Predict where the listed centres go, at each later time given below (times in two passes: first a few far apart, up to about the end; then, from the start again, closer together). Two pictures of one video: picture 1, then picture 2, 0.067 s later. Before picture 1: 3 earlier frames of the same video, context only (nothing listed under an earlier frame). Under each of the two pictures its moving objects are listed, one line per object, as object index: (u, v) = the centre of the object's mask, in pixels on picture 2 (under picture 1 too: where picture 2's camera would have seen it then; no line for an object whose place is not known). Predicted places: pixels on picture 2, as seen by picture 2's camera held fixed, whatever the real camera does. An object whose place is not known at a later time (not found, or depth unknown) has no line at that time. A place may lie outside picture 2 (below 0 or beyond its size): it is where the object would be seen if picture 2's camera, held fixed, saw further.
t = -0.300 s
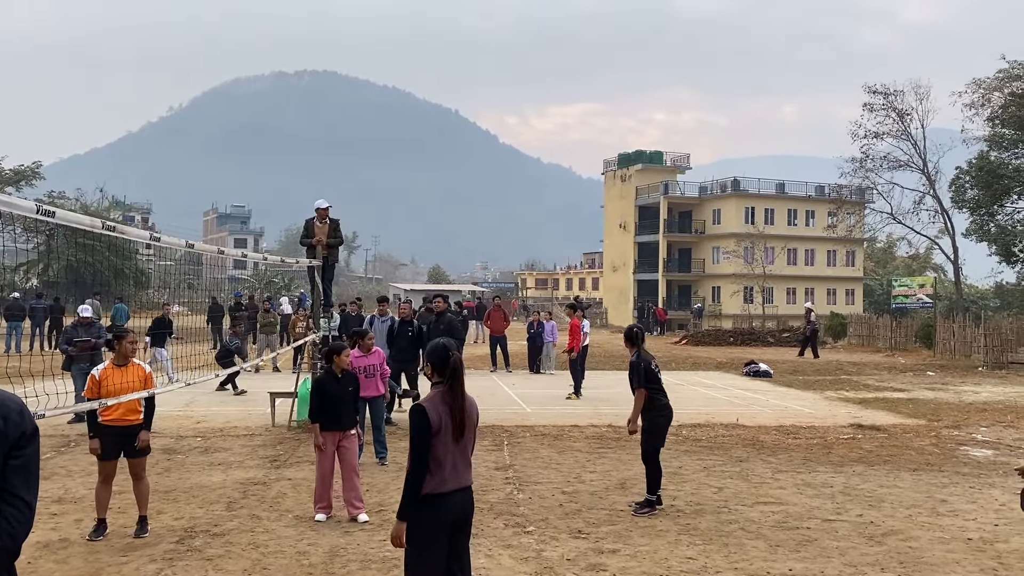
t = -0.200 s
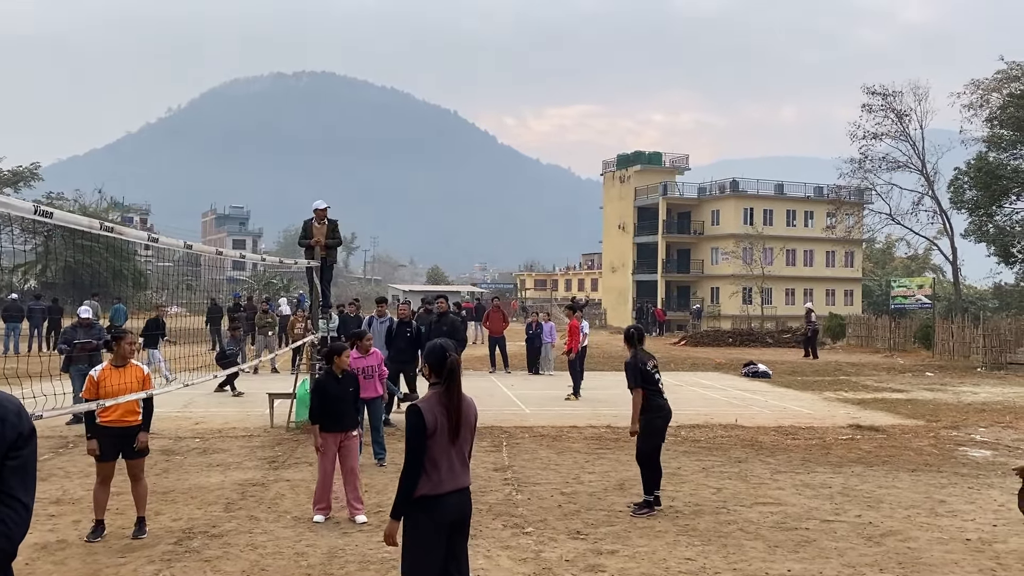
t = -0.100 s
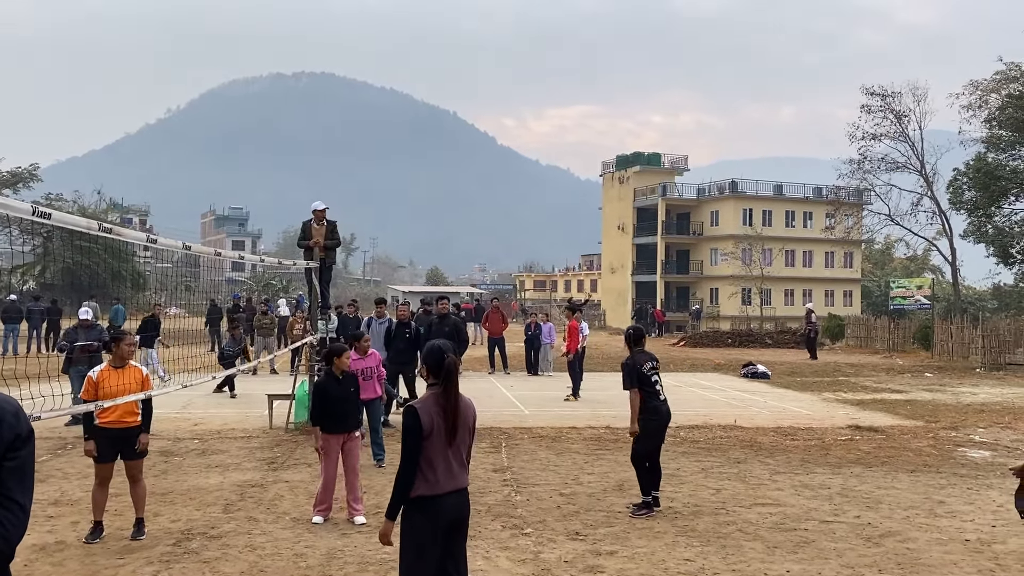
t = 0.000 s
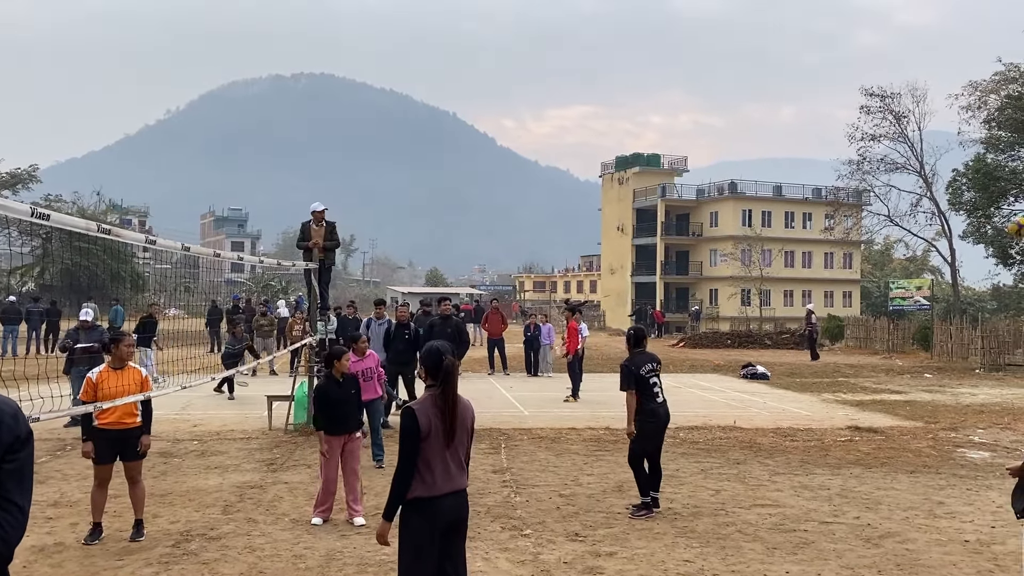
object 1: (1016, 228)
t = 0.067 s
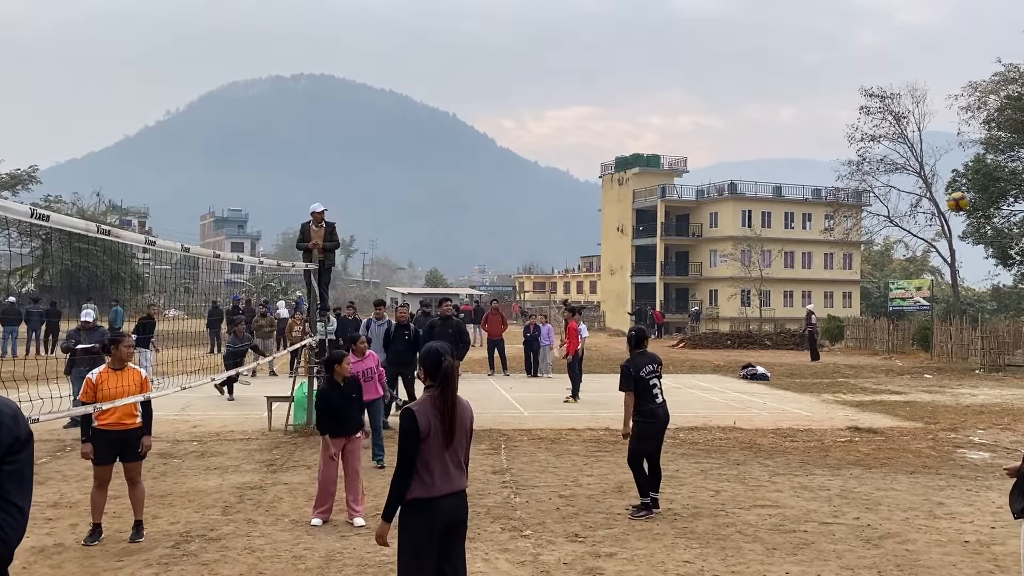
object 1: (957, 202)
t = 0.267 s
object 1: (786, 154)
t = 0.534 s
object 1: (581, 153)
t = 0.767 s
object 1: (422, 205)
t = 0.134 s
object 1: (899, 181)
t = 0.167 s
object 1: (871, 173)
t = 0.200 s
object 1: (842, 165)
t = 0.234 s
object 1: (813, 159)
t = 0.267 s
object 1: (786, 154)
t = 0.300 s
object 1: (759, 150)
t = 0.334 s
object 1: (732, 147)
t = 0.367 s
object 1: (705, 146)
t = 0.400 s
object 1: (679, 145)
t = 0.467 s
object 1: (629, 147)
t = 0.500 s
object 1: (605, 150)
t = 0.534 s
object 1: (581, 153)
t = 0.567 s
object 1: (557, 158)
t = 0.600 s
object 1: (534, 164)
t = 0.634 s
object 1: (511, 170)
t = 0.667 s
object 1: (488, 178)
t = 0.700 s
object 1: (465, 186)
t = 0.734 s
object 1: (444, 195)
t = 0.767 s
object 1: (422, 205)
